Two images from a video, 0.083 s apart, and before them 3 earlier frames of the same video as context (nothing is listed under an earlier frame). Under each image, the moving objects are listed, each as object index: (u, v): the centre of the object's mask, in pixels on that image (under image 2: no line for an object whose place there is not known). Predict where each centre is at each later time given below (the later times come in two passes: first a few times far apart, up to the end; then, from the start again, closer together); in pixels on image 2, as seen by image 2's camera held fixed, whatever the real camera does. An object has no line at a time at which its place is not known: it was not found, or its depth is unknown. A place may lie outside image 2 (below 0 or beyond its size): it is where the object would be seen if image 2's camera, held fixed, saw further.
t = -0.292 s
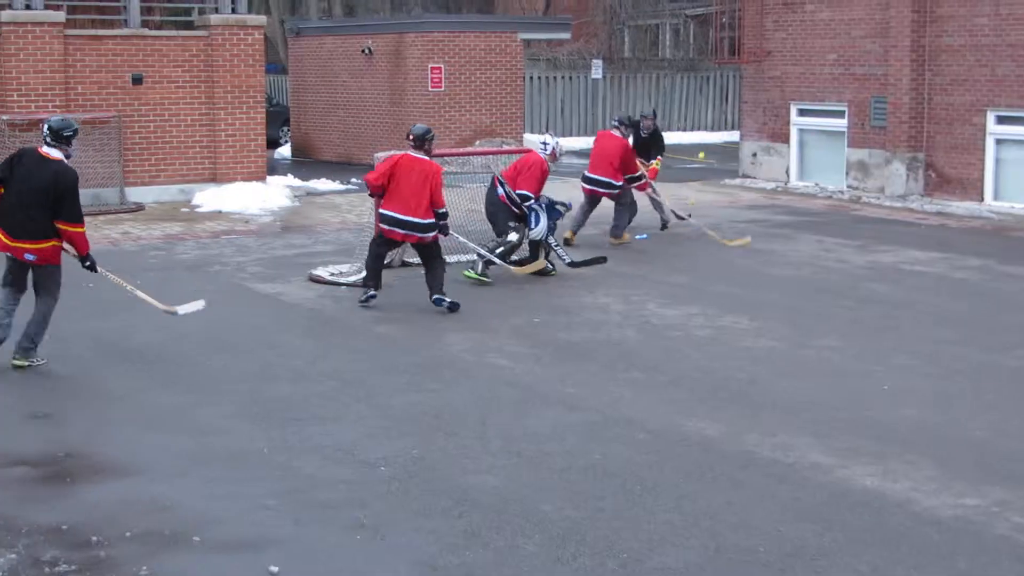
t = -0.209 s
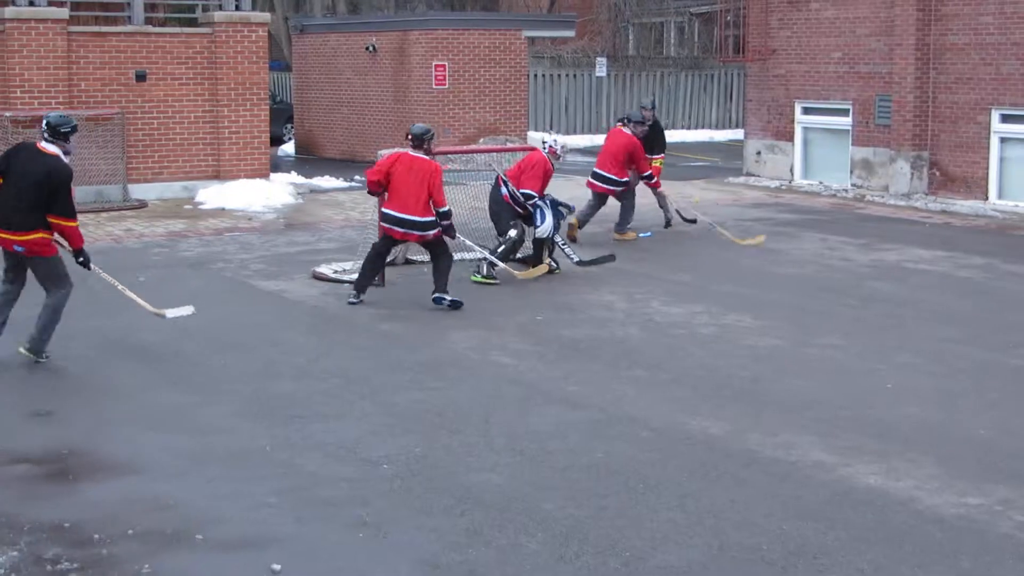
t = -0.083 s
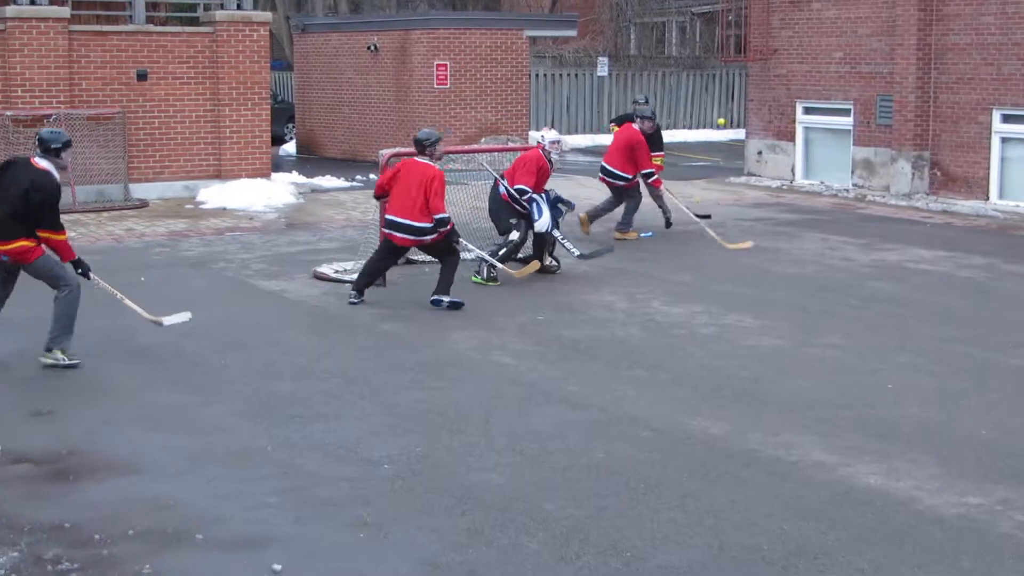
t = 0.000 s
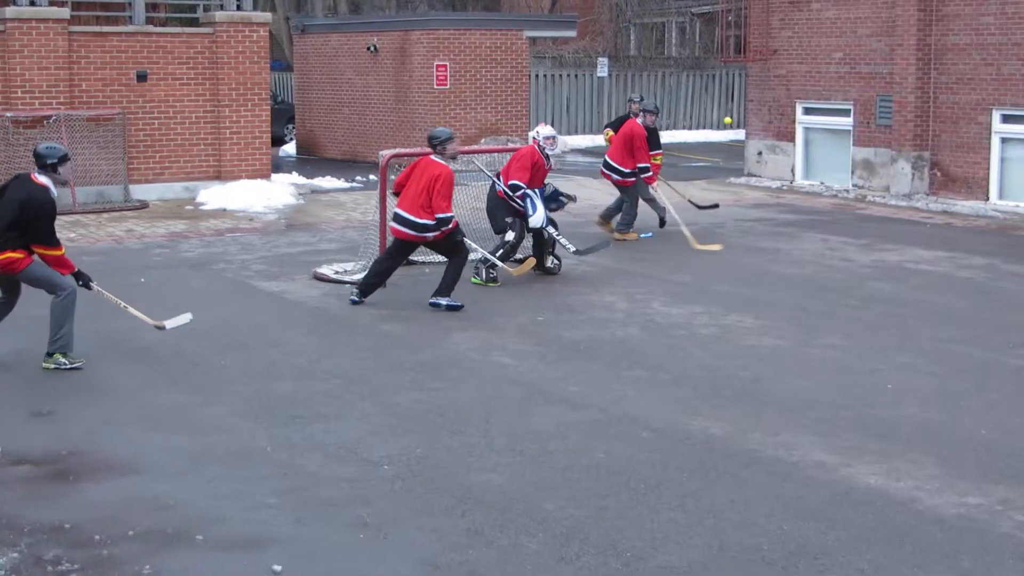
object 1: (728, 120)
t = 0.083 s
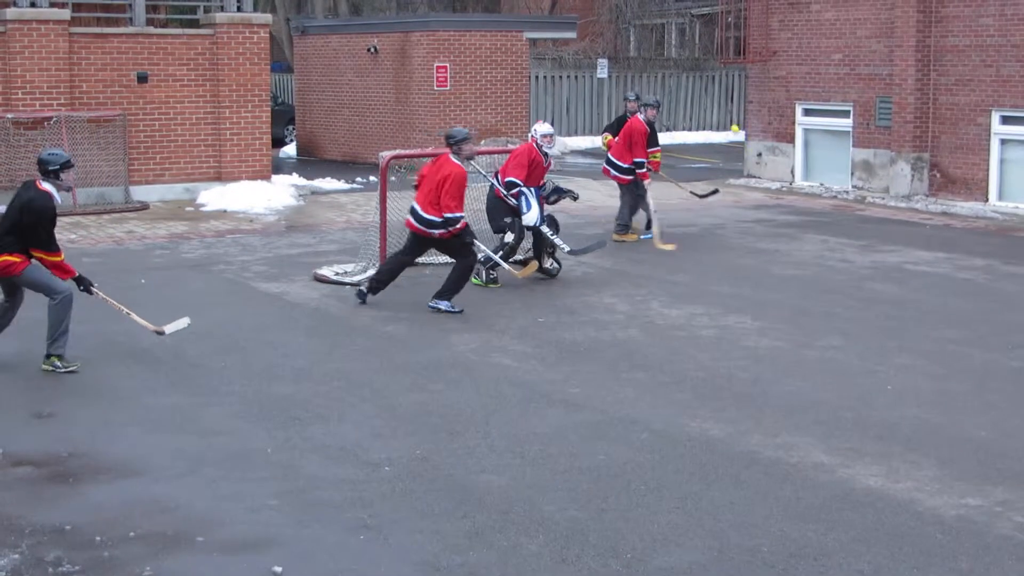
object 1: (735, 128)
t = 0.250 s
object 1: (751, 171)
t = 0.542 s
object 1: (788, 396)
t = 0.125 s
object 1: (739, 135)
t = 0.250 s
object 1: (751, 171)
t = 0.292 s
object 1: (755, 190)
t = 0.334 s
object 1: (761, 213)
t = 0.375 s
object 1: (765, 241)
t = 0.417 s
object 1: (768, 272)
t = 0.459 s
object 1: (774, 309)
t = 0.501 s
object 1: (781, 349)
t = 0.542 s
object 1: (788, 396)
